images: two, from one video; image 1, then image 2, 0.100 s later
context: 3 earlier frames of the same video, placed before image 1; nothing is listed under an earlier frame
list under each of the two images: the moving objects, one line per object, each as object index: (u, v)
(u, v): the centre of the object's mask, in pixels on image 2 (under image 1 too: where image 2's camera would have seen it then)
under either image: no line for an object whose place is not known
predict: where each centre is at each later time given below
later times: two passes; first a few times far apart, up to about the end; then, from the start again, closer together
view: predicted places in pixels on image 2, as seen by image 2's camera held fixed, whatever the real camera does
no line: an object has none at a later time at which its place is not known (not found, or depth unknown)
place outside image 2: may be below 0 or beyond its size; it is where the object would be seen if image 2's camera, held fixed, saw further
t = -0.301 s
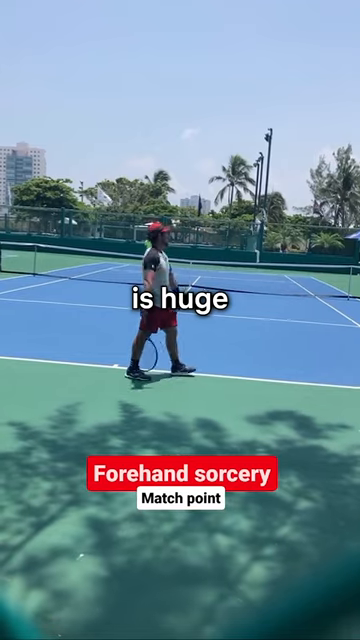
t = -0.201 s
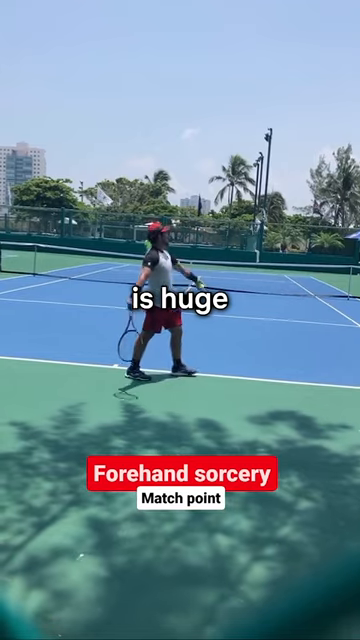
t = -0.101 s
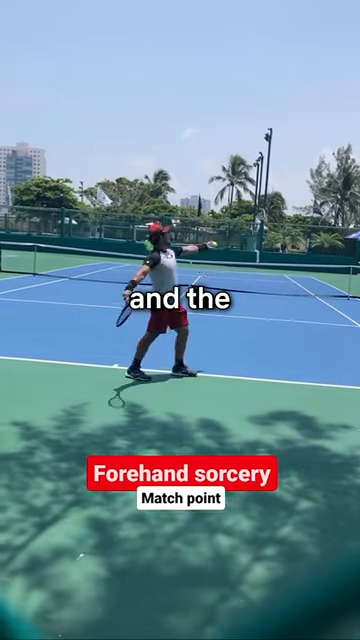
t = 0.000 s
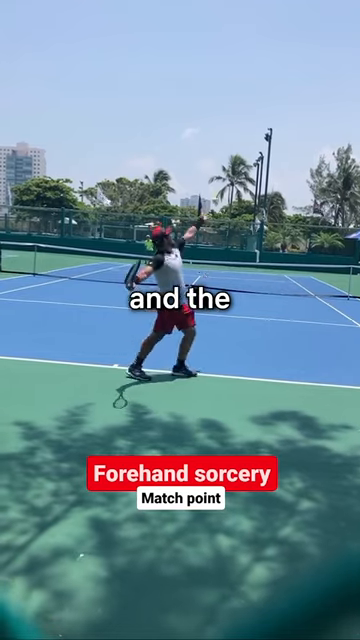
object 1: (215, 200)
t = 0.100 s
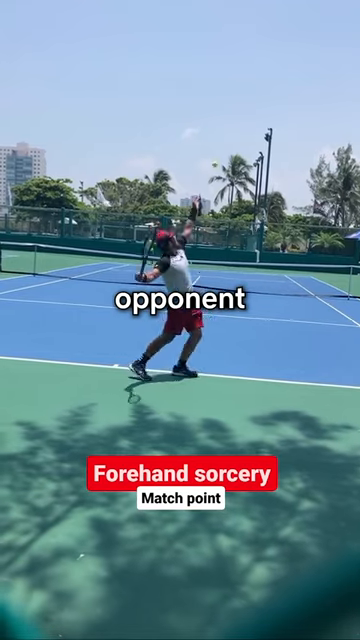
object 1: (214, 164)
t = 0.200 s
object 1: (214, 137)
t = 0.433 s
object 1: (212, 108)
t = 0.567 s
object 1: (210, 114)
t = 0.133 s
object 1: (215, 154)
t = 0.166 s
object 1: (214, 145)
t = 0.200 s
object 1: (214, 137)
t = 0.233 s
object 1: (214, 130)
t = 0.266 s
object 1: (214, 123)
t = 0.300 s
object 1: (214, 118)
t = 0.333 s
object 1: (214, 114)
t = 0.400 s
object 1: (213, 109)
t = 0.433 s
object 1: (212, 108)
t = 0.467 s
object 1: (212, 108)
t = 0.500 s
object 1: (211, 109)
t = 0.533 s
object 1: (210, 111)
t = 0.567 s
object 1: (210, 114)
